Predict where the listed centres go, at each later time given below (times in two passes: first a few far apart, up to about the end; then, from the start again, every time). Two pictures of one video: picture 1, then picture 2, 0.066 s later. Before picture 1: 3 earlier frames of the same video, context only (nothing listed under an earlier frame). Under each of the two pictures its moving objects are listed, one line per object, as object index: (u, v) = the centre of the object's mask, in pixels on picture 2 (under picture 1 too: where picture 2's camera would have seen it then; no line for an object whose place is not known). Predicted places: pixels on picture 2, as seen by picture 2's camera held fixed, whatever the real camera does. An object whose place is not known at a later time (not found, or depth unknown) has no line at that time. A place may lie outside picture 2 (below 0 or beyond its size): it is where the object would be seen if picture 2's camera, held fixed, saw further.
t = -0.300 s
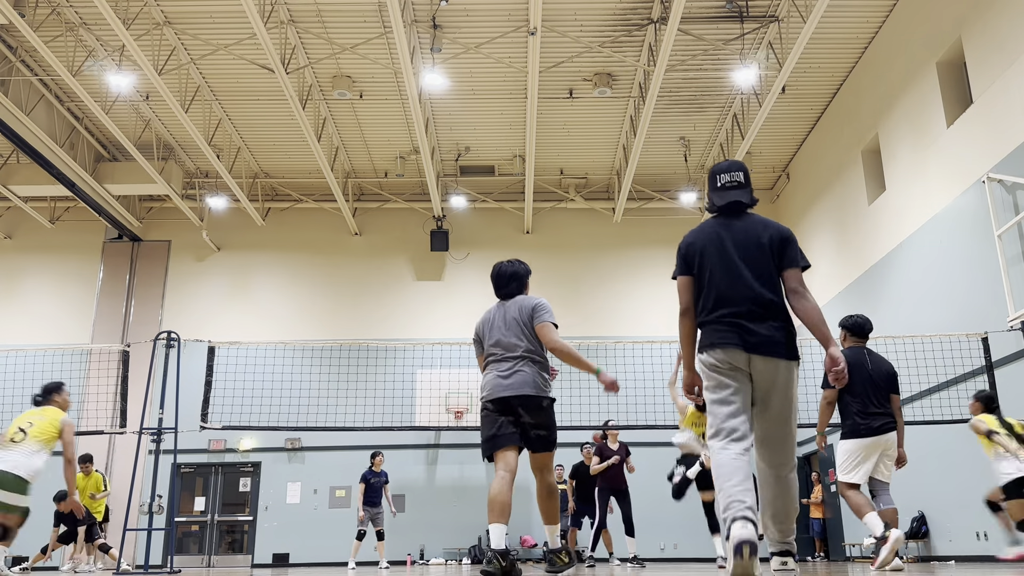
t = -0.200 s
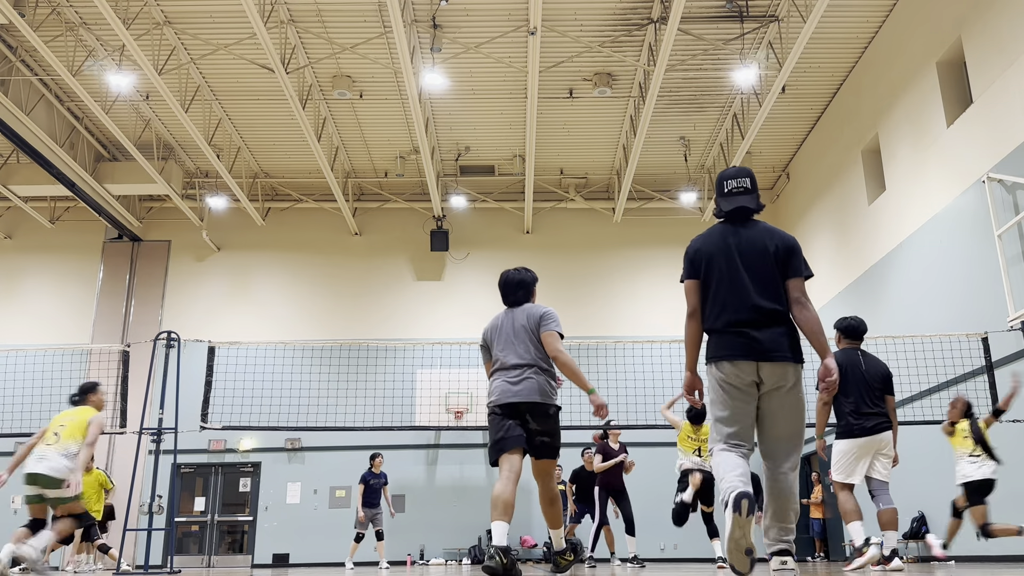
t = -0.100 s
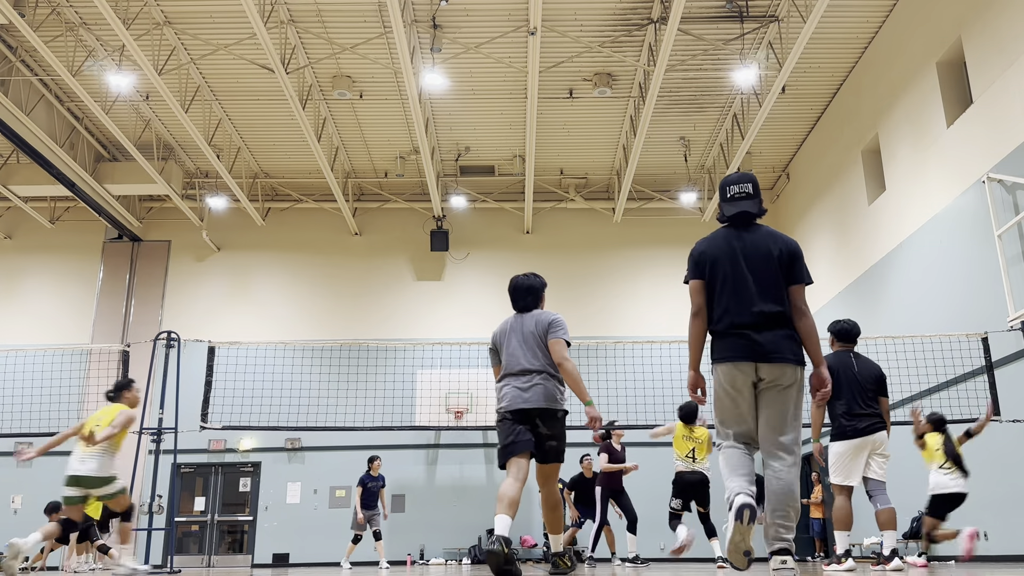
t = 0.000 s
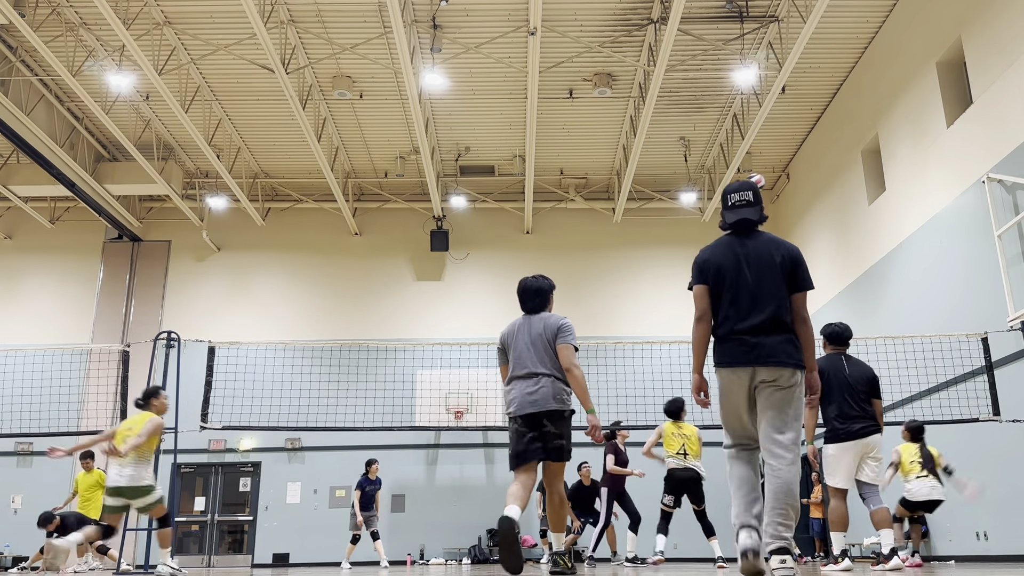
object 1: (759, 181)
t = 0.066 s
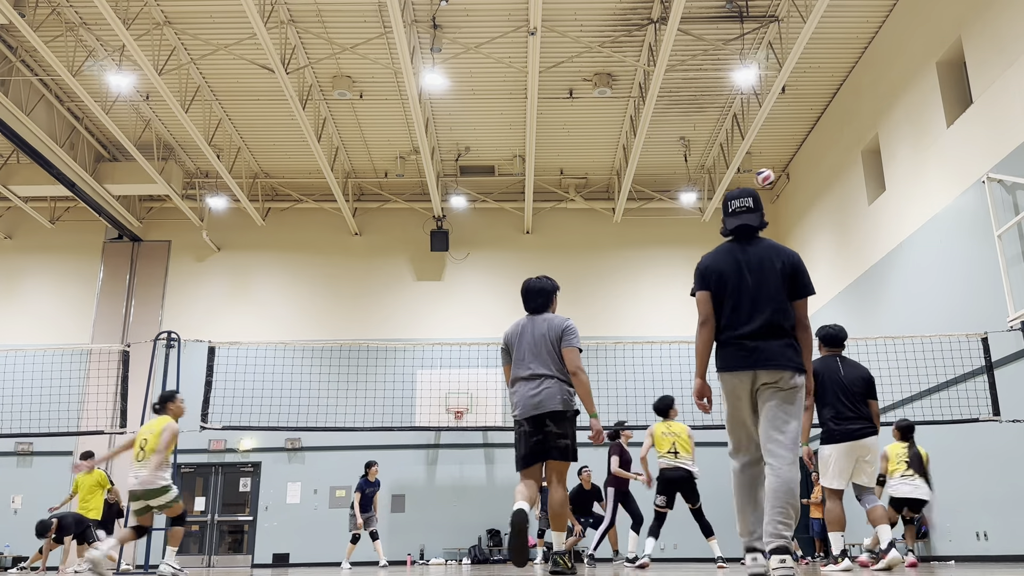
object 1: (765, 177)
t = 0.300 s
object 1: (804, 188)
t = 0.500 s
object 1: (840, 232)
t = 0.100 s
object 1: (770, 176)
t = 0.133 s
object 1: (776, 176)
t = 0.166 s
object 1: (781, 177)
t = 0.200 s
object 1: (786, 178)
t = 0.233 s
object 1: (791, 180)
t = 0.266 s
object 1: (797, 183)
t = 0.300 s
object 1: (804, 188)
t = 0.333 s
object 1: (809, 192)
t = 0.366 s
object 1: (815, 199)
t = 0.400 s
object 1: (821, 204)
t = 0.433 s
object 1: (828, 213)
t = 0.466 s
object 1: (834, 222)
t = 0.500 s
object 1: (840, 232)
